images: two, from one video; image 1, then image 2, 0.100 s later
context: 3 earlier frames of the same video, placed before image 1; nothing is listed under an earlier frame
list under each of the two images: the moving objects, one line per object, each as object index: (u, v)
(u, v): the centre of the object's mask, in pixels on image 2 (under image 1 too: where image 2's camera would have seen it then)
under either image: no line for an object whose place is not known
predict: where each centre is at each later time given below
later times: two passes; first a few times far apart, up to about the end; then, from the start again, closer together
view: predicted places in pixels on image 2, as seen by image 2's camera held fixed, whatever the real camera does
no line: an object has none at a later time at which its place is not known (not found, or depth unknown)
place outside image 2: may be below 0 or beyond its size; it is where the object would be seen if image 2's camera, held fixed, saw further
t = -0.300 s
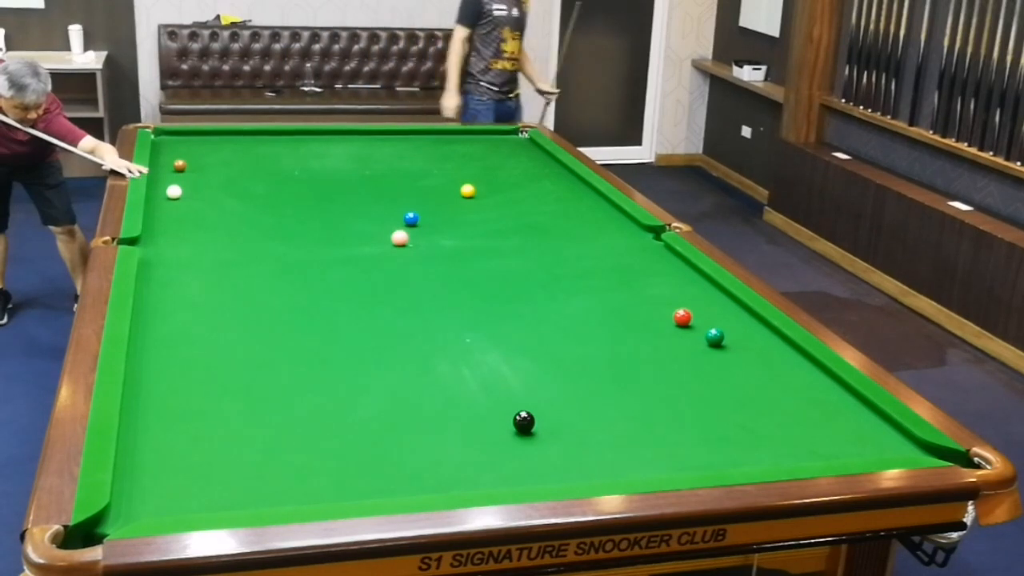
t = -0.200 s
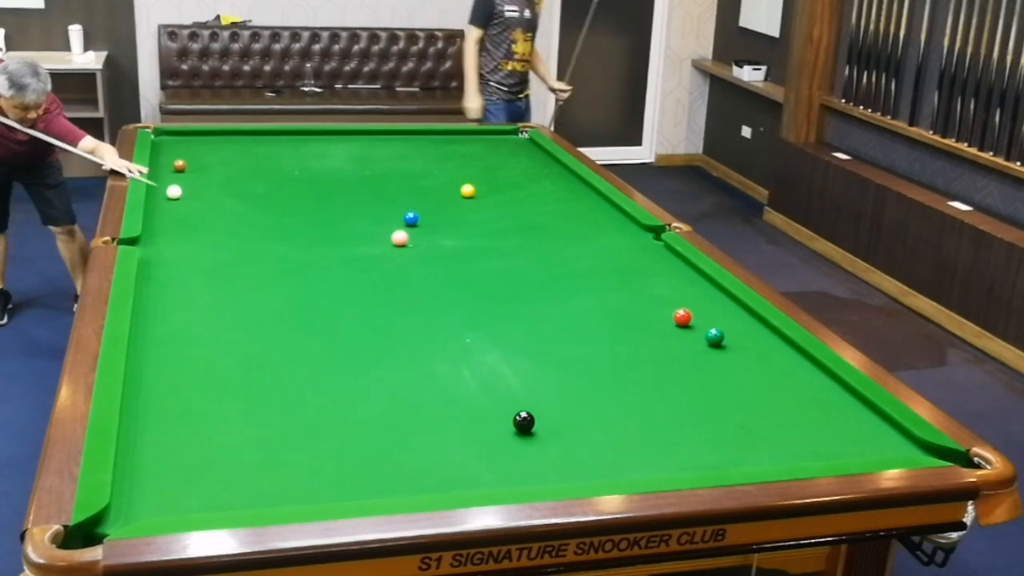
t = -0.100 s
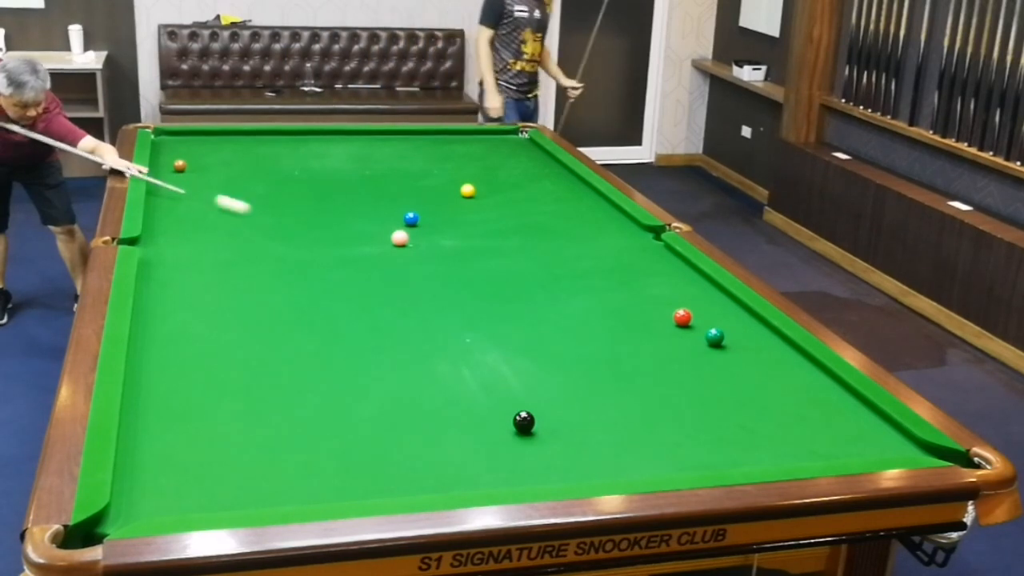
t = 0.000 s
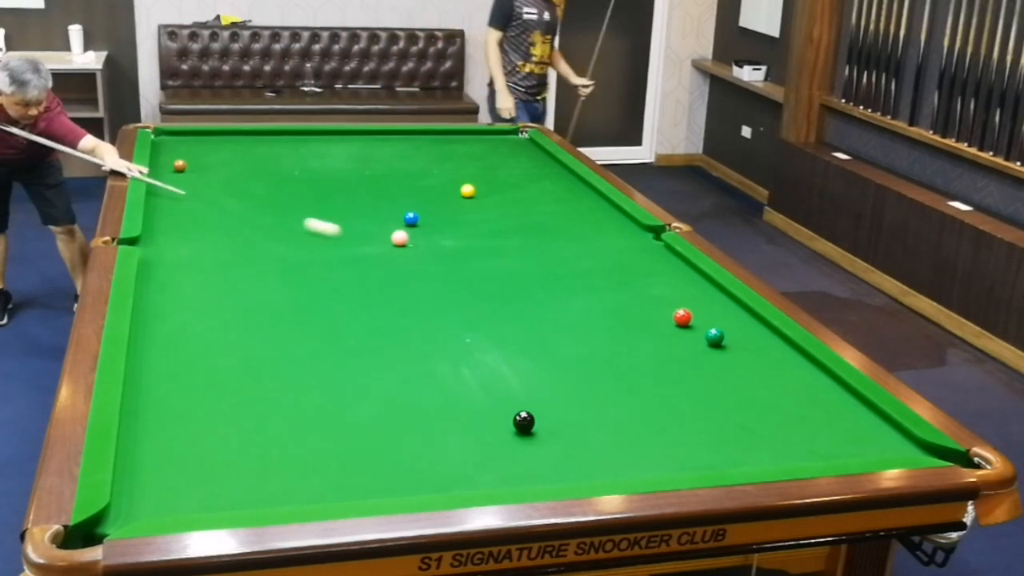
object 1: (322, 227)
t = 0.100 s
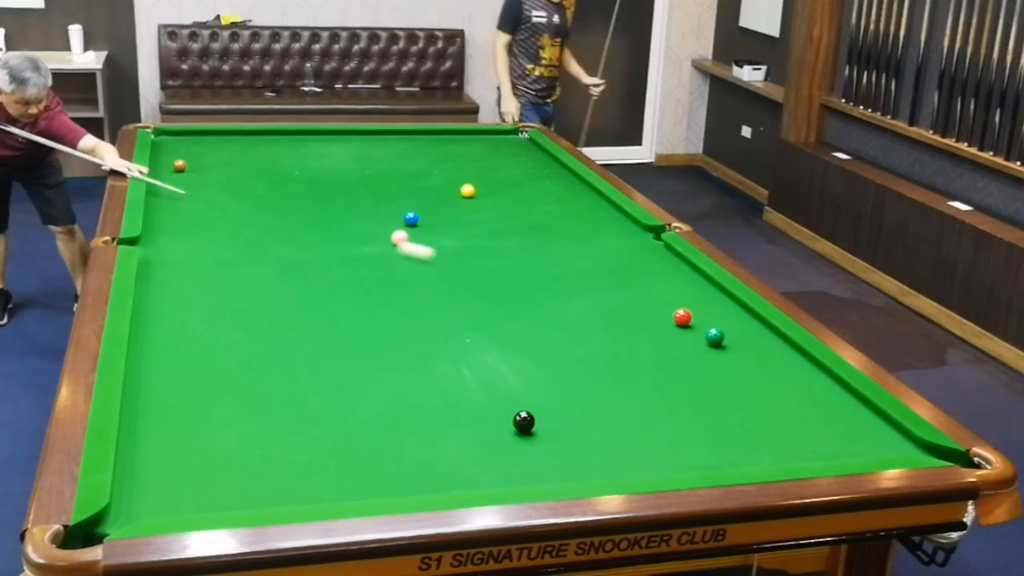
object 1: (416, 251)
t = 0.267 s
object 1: (578, 290)
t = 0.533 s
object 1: (686, 314)
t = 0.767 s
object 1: (738, 324)
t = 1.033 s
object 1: (761, 335)
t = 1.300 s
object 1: (745, 346)
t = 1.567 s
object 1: (728, 358)
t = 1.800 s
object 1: (713, 367)
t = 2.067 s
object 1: (697, 378)
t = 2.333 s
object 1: (681, 388)
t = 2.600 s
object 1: (666, 398)
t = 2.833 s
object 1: (654, 407)
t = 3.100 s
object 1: (640, 416)
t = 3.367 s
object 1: (626, 425)
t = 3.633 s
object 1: (613, 433)
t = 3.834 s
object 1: (604, 438)
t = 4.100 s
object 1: (594, 444)
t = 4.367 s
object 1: (584, 450)
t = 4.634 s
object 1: (577, 455)
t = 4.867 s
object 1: (571, 459)
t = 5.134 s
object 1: (563, 461)
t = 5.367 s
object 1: (559, 463)
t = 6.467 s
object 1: (557, 466)
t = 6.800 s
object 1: (552, 461)
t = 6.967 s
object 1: (557, 467)
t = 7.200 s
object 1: (557, 467)
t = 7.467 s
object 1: (557, 467)
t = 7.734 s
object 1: (557, 466)
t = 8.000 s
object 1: (557, 466)
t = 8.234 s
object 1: (557, 467)
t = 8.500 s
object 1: (557, 467)
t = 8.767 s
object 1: (557, 467)
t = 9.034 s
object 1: (557, 467)
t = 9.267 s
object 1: (557, 467)
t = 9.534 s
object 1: (557, 467)
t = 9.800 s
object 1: (557, 467)
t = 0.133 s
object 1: (448, 258)
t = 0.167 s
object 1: (480, 266)
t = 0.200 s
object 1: (512, 274)
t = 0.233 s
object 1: (545, 282)
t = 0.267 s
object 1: (578, 290)
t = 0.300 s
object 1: (611, 298)
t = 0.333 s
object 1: (644, 307)
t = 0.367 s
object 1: (667, 313)
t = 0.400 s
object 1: (669, 313)
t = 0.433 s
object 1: (672, 313)
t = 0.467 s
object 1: (676, 313)
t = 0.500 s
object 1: (681, 314)
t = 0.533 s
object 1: (686, 314)
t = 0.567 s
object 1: (693, 315)
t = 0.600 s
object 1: (700, 317)
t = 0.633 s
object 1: (707, 318)
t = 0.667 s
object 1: (715, 319)
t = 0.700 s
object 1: (723, 321)
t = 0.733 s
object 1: (730, 322)
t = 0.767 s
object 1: (738, 324)
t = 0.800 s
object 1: (746, 325)
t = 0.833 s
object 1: (753, 327)
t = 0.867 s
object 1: (761, 328)
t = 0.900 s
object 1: (768, 330)
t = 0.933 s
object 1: (768, 331)
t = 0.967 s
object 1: (765, 333)
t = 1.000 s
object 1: (763, 334)
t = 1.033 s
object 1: (761, 335)
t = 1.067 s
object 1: (759, 337)
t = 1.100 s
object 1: (757, 338)
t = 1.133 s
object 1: (755, 339)
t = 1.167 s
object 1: (753, 341)
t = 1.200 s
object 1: (751, 343)
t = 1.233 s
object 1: (749, 344)
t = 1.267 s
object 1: (747, 345)
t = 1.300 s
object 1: (745, 346)
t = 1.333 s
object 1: (742, 348)
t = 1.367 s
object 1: (740, 350)
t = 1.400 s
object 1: (738, 351)
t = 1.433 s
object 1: (736, 352)
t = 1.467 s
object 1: (734, 353)
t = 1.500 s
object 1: (732, 355)
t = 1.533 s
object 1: (730, 356)
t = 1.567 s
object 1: (728, 358)
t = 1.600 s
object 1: (725, 359)
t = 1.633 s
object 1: (723, 360)
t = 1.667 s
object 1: (721, 361)
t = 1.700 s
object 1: (719, 363)
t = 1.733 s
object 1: (717, 364)
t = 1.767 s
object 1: (715, 366)
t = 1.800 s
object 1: (713, 367)
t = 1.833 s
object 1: (711, 368)
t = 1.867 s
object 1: (709, 370)
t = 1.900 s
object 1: (707, 371)
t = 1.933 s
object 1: (705, 372)
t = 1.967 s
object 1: (703, 374)
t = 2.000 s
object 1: (701, 375)
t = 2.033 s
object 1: (699, 376)
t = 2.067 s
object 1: (697, 378)
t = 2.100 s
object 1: (695, 379)
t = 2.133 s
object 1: (693, 380)
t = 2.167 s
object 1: (691, 382)
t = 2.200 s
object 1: (689, 383)
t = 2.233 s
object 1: (687, 384)
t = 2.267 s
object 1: (685, 386)
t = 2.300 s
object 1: (683, 387)
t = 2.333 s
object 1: (681, 388)
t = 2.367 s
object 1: (679, 390)
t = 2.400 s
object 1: (678, 391)
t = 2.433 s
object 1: (676, 392)
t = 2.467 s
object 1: (674, 393)
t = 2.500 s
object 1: (672, 395)
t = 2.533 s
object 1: (670, 396)
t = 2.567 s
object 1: (668, 397)
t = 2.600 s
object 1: (666, 398)
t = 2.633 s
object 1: (664, 399)
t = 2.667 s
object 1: (663, 401)
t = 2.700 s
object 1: (661, 402)
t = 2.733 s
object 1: (659, 403)
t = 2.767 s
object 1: (657, 405)
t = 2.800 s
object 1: (656, 406)
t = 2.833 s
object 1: (654, 407)
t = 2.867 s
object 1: (652, 408)
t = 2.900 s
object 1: (650, 409)
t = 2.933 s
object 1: (648, 411)
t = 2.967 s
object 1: (647, 412)
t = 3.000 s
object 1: (645, 413)
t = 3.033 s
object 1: (643, 414)
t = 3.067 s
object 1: (641, 415)
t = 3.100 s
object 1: (640, 416)
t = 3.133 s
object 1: (638, 417)
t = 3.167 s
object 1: (636, 419)
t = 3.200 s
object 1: (635, 420)
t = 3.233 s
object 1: (633, 421)
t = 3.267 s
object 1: (631, 421)
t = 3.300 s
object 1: (629, 422)
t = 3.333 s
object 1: (628, 424)
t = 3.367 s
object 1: (626, 425)
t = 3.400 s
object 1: (624, 426)
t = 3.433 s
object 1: (623, 427)
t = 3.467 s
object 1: (621, 428)
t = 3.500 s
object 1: (620, 429)
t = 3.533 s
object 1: (618, 430)
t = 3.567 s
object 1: (617, 430)
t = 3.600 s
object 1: (615, 431)
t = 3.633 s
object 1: (613, 433)
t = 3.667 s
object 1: (612, 434)
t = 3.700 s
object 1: (611, 434)
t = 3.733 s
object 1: (609, 435)
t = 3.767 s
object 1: (608, 436)
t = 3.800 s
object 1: (606, 437)
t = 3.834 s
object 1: (604, 438)
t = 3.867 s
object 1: (603, 438)
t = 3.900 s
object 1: (602, 439)
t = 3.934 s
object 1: (601, 440)
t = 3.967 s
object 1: (599, 441)
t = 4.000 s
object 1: (598, 442)
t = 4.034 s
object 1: (596, 443)
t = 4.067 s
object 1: (595, 443)
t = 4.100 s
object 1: (594, 444)
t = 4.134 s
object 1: (593, 445)
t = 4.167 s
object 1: (592, 446)
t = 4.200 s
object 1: (590, 446)
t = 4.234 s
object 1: (589, 447)
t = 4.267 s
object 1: (588, 448)
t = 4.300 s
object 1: (587, 449)
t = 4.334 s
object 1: (585, 449)
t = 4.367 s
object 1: (584, 450)
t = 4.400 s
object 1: (584, 451)
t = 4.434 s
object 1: (583, 452)
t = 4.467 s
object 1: (581, 452)
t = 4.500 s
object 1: (581, 453)
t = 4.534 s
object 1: (580, 453)
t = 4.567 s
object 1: (579, 454)
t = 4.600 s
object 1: (578, 455)
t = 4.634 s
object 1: (577, 455)
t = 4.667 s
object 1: (576, 456)
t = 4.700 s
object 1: (575, 457)
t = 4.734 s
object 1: (574, 457)
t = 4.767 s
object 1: (573, 458)
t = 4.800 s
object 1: (572, 458)
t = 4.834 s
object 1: (572, 459)
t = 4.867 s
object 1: (571, 459)
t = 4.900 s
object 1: (570, 460)
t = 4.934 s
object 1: (569, 460)
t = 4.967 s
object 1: (569, 461)
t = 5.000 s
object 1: (568, 461)
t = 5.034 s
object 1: (567, 462)
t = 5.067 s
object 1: (566, 461)
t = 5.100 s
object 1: (565, 462)
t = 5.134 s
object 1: (563, 461)
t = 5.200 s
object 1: (564, 460)
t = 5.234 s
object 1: (564, 462)
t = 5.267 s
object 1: (563, 464)
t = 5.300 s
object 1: (562, 464)
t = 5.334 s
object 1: (562, 464)
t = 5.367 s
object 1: (559, 463)
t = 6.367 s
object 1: (555, 459)
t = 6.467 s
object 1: (557, 466)
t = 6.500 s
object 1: (557, 467)
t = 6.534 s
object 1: (557, 467)
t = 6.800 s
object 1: (552, 461)
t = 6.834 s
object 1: (556, 465)
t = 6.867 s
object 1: (557, 467)
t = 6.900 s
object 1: (557, 467)
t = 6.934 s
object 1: (557, 467)
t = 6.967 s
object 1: (557, 467)
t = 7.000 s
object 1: (557, 467)
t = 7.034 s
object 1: (557, 467)
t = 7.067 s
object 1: (557, 467)
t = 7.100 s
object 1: (557, 467)
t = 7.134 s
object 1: (557, 467)
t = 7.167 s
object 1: (557, 467)
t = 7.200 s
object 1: (557, 467)
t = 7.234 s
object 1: (557, 467)
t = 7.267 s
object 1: (557, 467)
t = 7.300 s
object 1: (557, 467)
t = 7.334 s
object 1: (557, 467)
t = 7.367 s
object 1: (557, 467)
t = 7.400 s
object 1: (557, 467)
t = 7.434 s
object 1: (557, 467)
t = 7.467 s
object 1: (557, 467)
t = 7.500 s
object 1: (557, 467)
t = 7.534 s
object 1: (557, 467)
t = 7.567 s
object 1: (557, 467)
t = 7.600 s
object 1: (557, 467)
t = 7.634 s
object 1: (557, 466)
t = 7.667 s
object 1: (557, 466)
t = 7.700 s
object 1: (557, 466)
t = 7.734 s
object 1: (557, 466)
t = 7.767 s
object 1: (557, 466)
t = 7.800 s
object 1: (557, 466)
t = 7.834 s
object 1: (557, 466)
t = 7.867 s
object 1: (557, 466)
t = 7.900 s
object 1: (557, 466)
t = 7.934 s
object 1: (557, 466)
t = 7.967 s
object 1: (557, 466)
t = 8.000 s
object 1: (557, 466)
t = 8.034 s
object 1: (557, 466)
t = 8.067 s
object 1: (557, 467)
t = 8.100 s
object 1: (557, 467)
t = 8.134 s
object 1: (557, 467)
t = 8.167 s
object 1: (557, 466)
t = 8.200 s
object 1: (557, 467)
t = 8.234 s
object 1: (557, 467)
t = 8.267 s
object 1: (557, 467)
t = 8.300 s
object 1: (557, 467)
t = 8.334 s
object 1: (557, 467)
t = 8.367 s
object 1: (557, 467)
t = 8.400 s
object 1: (557, 467)
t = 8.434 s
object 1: (557, 467)
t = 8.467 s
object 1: (557, 467)
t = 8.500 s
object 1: (557, 467)
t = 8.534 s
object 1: (557, 467)
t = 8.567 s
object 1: (557, 467)
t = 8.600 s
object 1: (557, 467)
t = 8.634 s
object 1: (557, 467)
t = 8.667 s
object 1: (557, 467)
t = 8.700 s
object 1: (557, 467)
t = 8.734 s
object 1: (557, 467)
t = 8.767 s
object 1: (557, 467)
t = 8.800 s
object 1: (557, 467)
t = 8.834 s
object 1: (557, 467)
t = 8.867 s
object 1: (557, 467)
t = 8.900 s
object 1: (557, 467)
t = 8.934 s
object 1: (557, 467)
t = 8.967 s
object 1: (557, 467)
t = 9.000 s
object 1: (557, 467)
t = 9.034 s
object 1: (557, 467)
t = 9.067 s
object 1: (557, 467)
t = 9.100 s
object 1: (557, 467)
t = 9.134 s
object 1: (557, 467)
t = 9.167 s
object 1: (557, 467)
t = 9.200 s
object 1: (557, 467)
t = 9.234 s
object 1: (557, 467)
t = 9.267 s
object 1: (557, 467)
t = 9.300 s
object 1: (557, 467)
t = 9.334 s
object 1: (557, 467)
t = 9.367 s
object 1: (557, 467)
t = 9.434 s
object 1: (557, 467)
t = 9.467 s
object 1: (557, 467)
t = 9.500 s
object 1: (557, 467)
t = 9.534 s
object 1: (557, 467)
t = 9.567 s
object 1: (557, 467)
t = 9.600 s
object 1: (557, 467)
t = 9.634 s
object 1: (557, 467)
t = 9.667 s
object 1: (557, 467)
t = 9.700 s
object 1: (557, 467)
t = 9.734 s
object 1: (557, 467)
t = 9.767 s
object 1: (557, 467)
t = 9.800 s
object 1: (557, 467)
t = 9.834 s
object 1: (557, 467)
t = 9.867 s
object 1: (557, 467)
